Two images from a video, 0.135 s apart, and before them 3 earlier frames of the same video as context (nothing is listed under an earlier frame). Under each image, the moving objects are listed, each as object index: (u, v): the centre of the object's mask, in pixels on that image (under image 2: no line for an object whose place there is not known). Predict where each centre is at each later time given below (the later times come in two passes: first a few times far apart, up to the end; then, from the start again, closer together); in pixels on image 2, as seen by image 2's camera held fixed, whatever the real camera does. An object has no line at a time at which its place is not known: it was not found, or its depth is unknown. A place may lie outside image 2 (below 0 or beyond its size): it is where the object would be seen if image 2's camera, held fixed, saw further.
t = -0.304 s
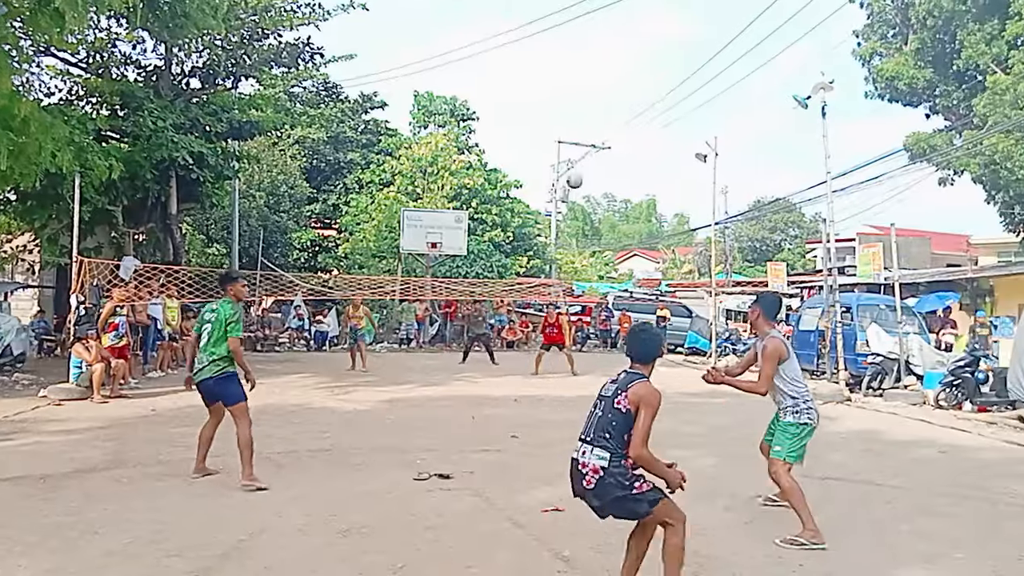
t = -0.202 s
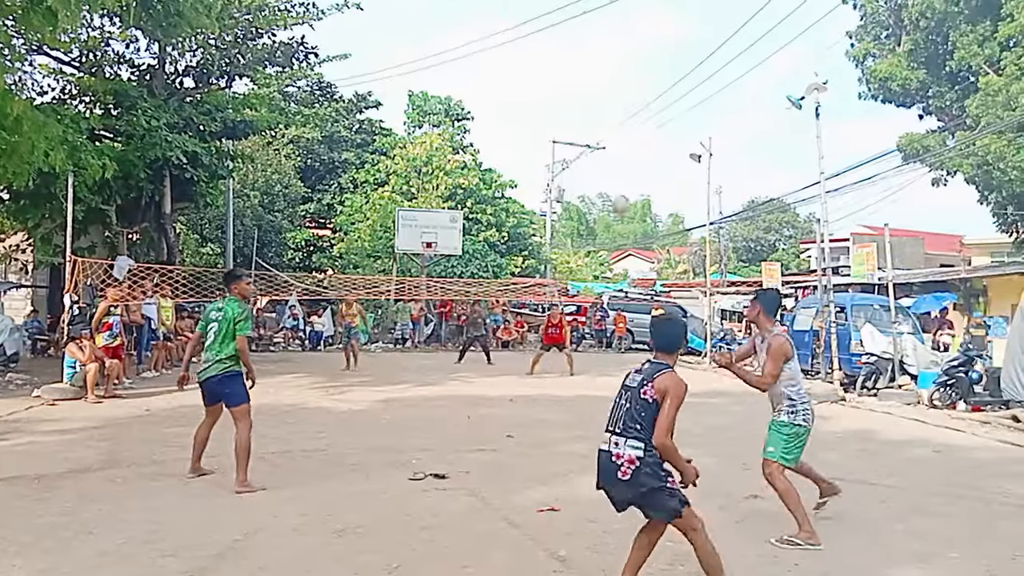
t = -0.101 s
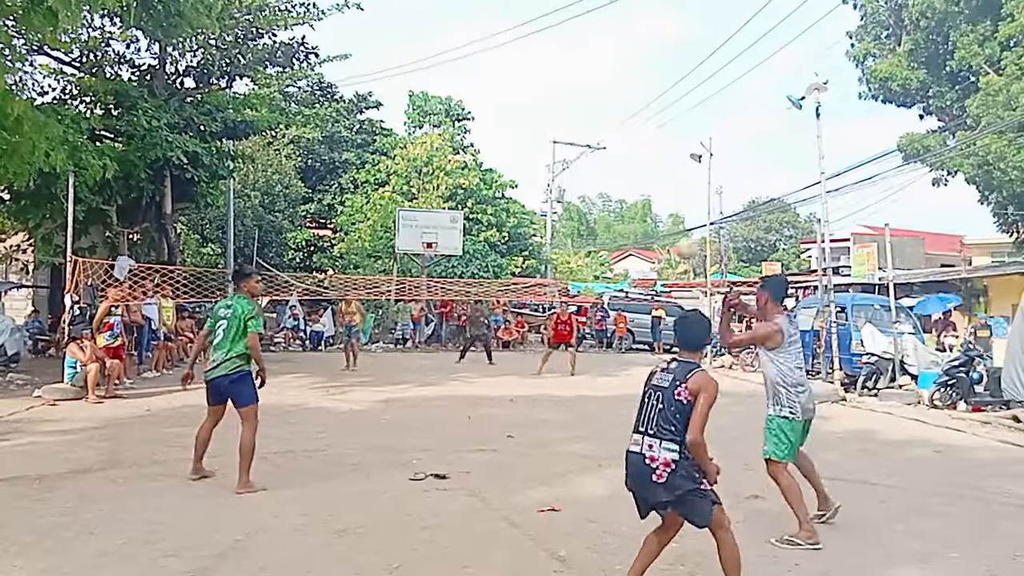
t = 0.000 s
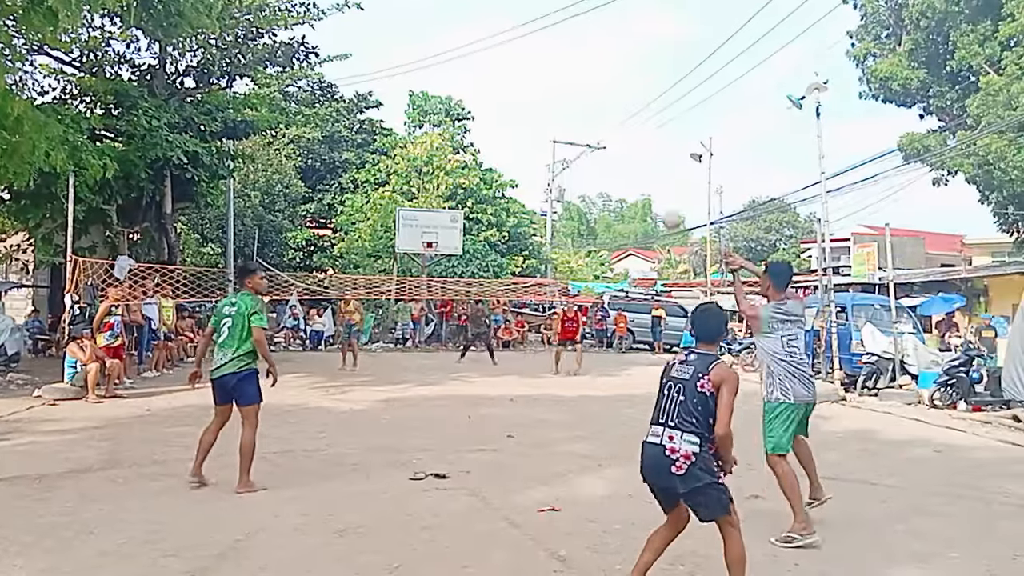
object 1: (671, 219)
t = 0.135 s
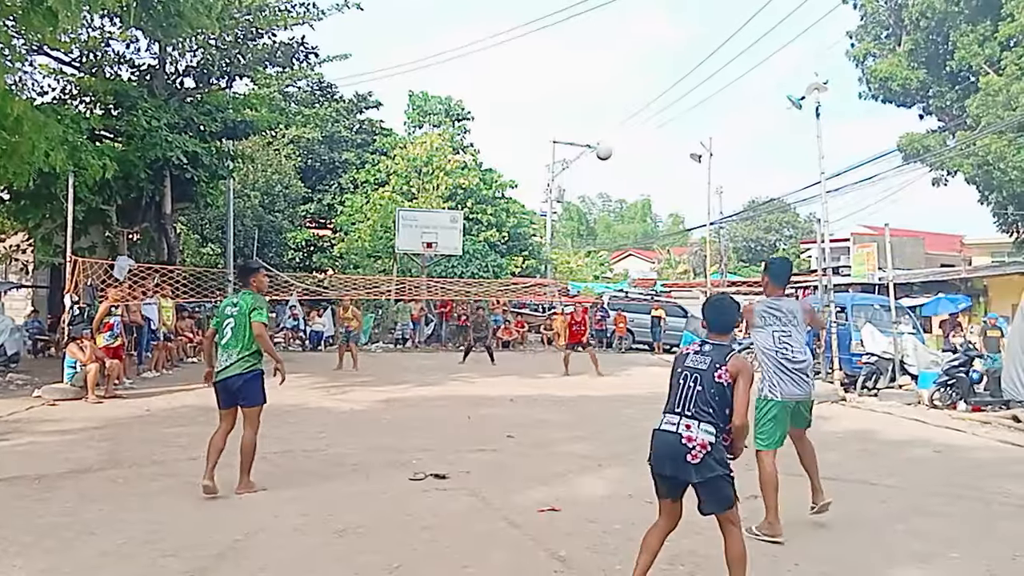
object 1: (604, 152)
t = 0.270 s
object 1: (556, 123)
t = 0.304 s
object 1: (547, 119)
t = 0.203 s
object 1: (578, 134)
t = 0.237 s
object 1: (566, 127)
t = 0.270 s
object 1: (556, 123)
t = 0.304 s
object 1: (547, 119)
